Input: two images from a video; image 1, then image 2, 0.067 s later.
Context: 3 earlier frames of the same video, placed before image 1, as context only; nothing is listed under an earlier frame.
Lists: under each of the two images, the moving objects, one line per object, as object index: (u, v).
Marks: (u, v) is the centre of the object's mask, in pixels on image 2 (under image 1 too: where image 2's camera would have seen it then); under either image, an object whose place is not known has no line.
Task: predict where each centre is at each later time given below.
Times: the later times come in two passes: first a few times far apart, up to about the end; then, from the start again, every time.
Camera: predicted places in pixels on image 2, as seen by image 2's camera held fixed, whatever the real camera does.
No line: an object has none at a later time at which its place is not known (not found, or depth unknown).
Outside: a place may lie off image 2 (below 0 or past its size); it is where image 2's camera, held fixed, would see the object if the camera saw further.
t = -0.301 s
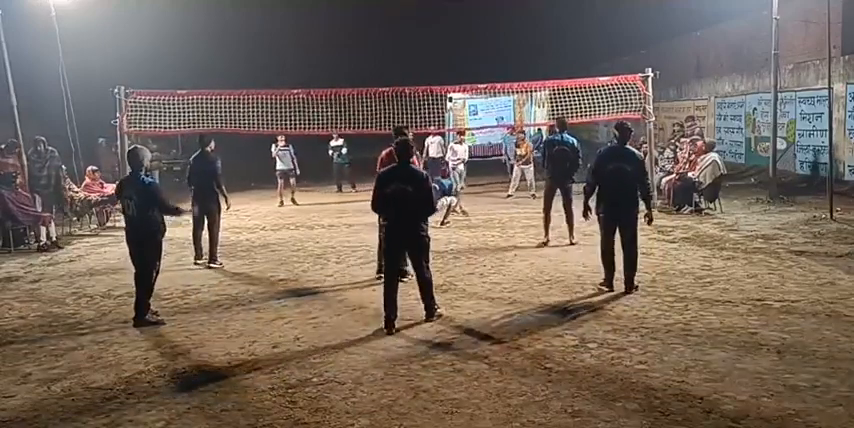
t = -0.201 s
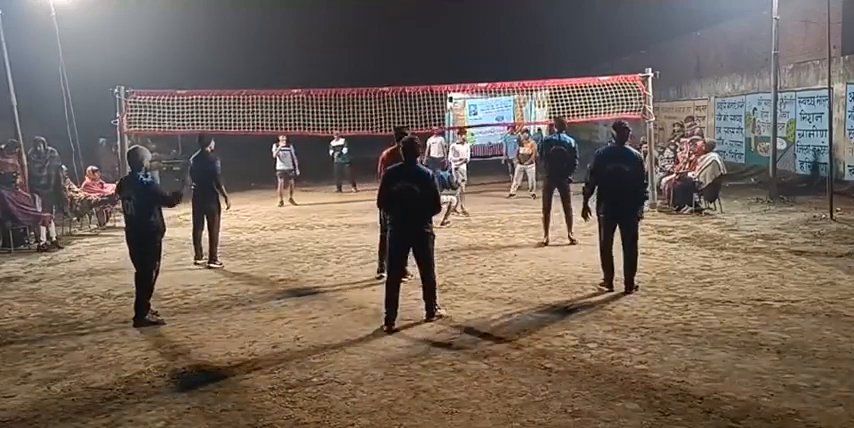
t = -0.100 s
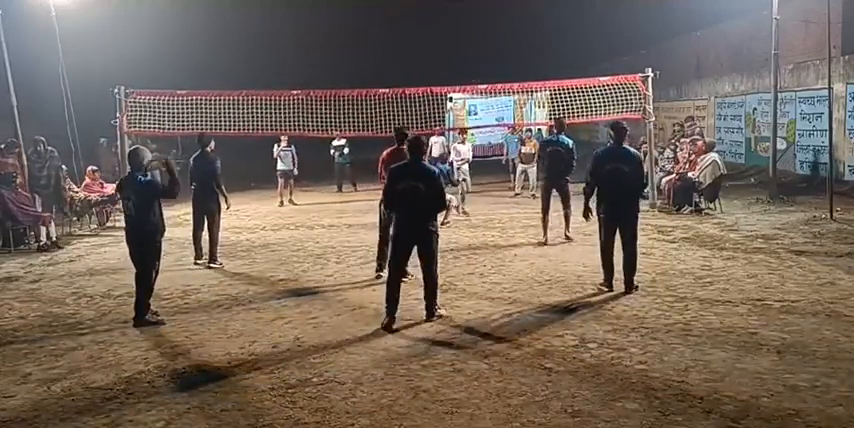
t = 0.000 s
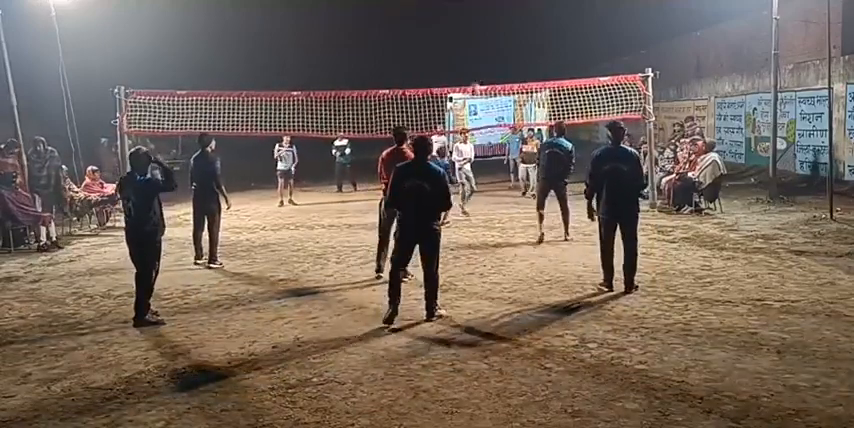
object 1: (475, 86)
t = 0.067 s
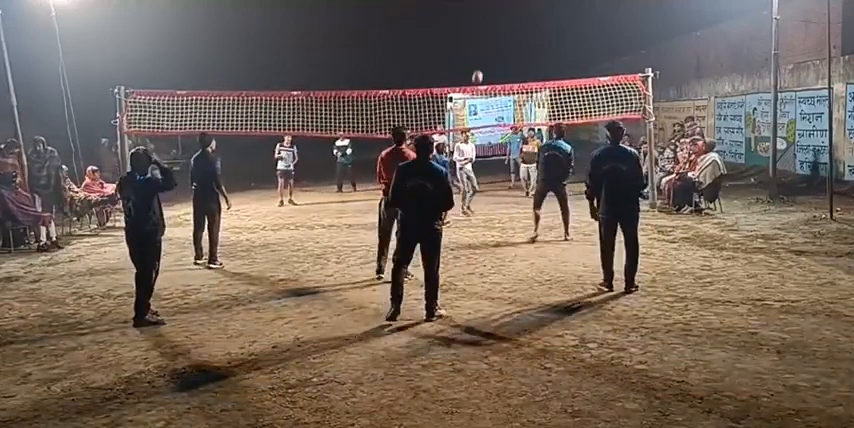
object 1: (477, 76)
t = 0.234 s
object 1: (484, 57)
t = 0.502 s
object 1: (498, 59)
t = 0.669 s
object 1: (506, 82)
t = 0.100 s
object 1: (479, 71)
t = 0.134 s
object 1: (480, 67)
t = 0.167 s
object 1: (482, 63)
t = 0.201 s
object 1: (483, 59)
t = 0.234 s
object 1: (484, 57)
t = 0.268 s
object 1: (486, 55)
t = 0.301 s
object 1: (488, 54)
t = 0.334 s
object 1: (489, 53)
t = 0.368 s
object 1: (491, 53)
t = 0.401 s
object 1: (493, 54)
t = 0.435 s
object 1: (495, 55)
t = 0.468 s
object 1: (496, 57)
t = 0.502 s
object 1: (498, 59)
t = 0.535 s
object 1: (500, 62)
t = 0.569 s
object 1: (501, 66)
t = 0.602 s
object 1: (503, 71)
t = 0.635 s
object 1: (505, 76)
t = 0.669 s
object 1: (506, 82)
